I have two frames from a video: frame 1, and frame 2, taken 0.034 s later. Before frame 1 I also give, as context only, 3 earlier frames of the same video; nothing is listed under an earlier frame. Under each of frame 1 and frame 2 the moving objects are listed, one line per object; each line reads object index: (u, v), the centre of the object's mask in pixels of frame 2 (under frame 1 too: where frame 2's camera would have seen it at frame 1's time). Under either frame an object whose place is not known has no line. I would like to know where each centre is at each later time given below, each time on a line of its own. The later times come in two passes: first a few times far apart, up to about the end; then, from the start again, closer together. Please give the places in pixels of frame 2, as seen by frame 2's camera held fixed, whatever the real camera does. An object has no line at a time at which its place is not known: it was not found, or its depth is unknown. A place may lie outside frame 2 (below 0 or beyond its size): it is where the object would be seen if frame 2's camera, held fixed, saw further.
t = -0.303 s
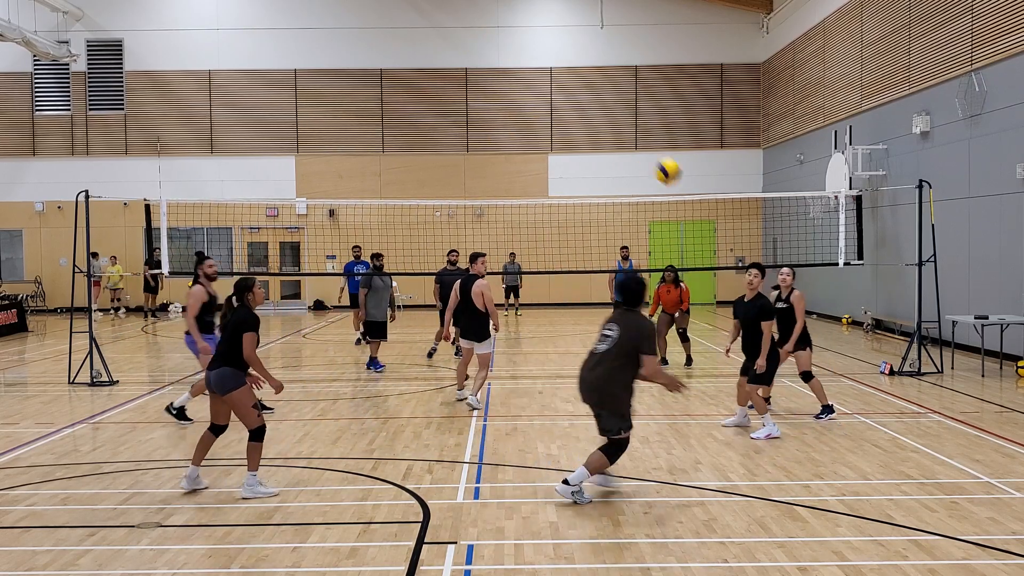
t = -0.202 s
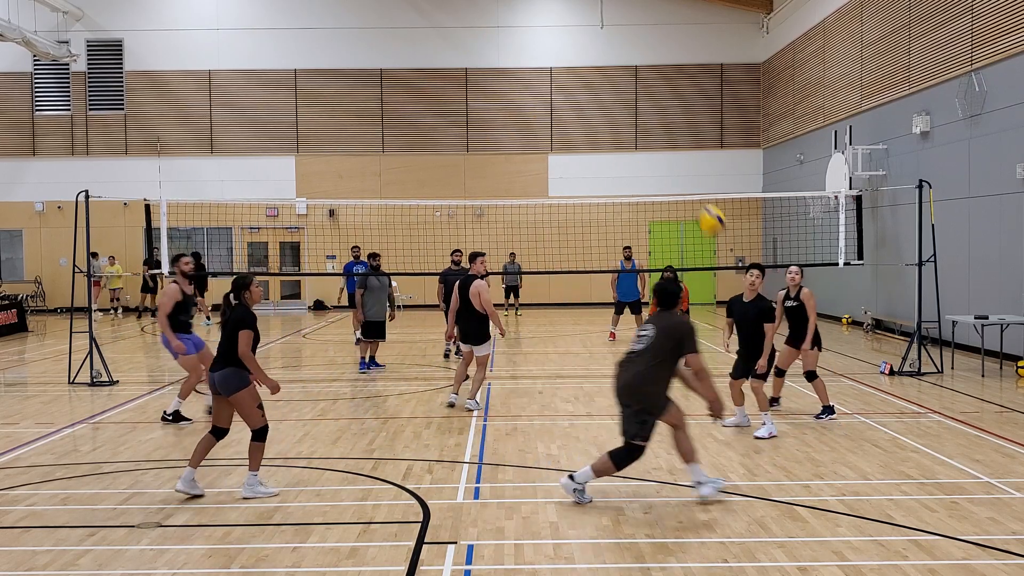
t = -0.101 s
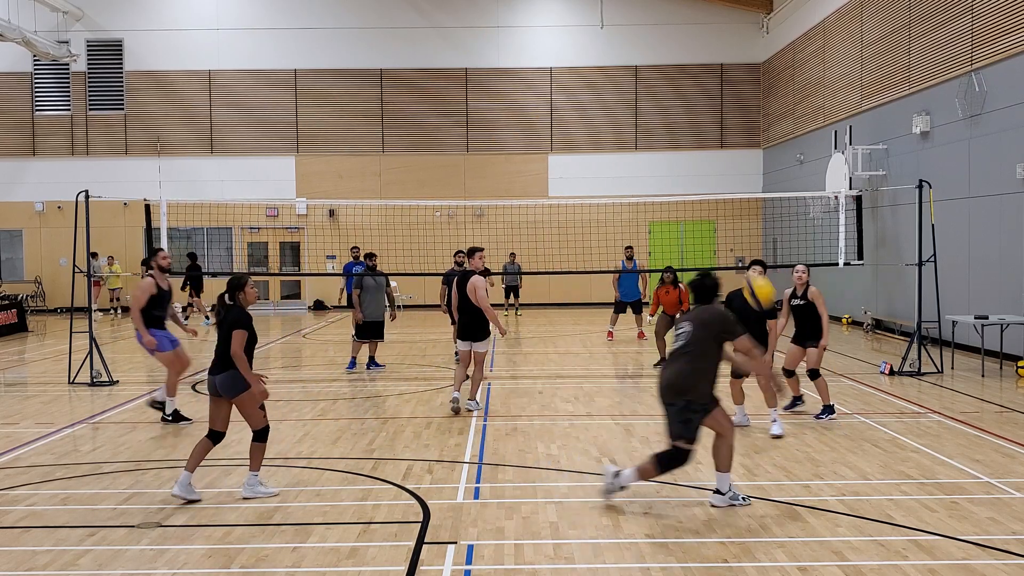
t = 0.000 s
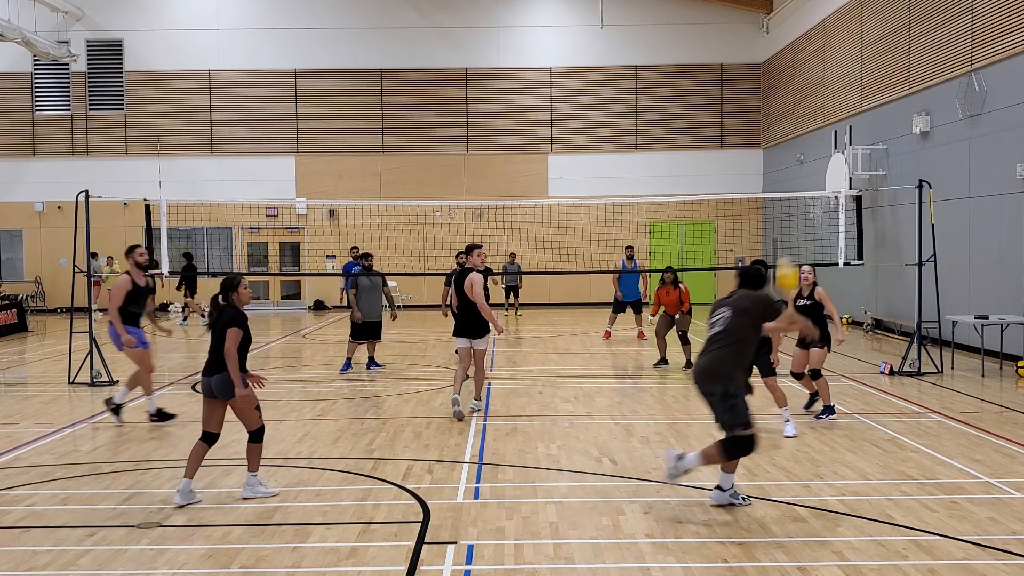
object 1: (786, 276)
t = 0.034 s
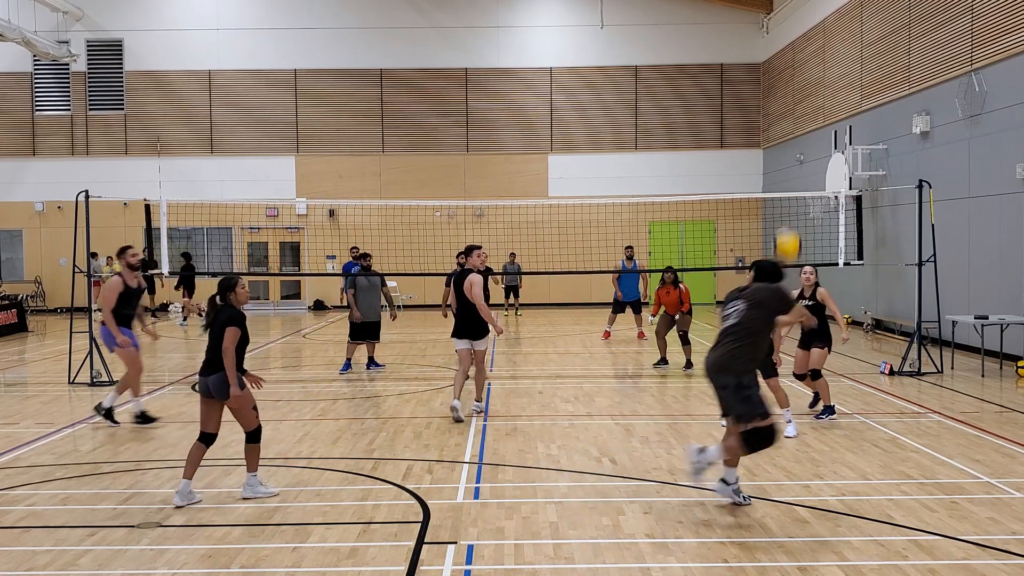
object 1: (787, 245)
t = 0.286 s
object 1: (791, 87)
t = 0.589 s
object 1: (792, 37)
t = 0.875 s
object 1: (792, 80)
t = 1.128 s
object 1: (793, 169)
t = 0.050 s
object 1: (787, 231)
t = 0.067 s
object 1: (788, 217)
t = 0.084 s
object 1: (789, 203)
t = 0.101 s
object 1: (789, 190)
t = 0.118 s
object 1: (789, 177)
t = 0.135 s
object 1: (789, 167)
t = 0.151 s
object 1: (790, 156)
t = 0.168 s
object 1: (790, 146)
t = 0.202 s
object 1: (790, 127)
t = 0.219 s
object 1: (790, 117)
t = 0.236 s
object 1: (791, 109)
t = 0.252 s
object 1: (791, 101)
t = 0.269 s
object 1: (791, 94)
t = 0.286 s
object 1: (791, 87)
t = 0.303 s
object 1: (791, 81)
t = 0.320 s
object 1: (791, 75)
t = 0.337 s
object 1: (792, 70)
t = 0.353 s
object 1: (791, 65)
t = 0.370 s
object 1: (791, 60)
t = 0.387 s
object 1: (791, 56)
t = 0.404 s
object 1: (791, 53)
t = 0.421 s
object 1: (792, 49)
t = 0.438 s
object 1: (791, 47)
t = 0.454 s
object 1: (791, 45)
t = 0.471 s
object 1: (791, 42)
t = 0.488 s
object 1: (791, 41)
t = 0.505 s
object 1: (792, 39)
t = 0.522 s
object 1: (792, 38)
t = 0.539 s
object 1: (792, 38)
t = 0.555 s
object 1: (792, 37)
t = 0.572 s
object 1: (792, 37)
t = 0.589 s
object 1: (792, 37)
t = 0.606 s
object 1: (792, 37)
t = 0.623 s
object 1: (792, 38)
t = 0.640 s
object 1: (792, 39)
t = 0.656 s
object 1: (792, 40)
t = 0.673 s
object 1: (792, 42)
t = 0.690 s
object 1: (792, 44)
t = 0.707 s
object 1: (792, 46)
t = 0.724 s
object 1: (792, 48)
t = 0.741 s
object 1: (792, 51)
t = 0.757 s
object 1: (792, 54)
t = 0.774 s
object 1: (792, 57)
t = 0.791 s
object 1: (792, 60)
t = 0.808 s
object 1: (792, 64)
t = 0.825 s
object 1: (792, 68)
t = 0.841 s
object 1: (792, 72)
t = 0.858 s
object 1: (792, 76)
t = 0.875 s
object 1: (792, 80)
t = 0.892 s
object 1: (792, 85)
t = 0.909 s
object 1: (792, 90)
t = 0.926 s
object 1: (792, 95)
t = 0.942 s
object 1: (792, 100)
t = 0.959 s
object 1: (792, 106)
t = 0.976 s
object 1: (792, 111)
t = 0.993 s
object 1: (792, 116)
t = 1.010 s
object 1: (792, 123)
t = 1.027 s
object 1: (793, 129)
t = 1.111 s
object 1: (793, 162)
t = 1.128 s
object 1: (793, 169)
